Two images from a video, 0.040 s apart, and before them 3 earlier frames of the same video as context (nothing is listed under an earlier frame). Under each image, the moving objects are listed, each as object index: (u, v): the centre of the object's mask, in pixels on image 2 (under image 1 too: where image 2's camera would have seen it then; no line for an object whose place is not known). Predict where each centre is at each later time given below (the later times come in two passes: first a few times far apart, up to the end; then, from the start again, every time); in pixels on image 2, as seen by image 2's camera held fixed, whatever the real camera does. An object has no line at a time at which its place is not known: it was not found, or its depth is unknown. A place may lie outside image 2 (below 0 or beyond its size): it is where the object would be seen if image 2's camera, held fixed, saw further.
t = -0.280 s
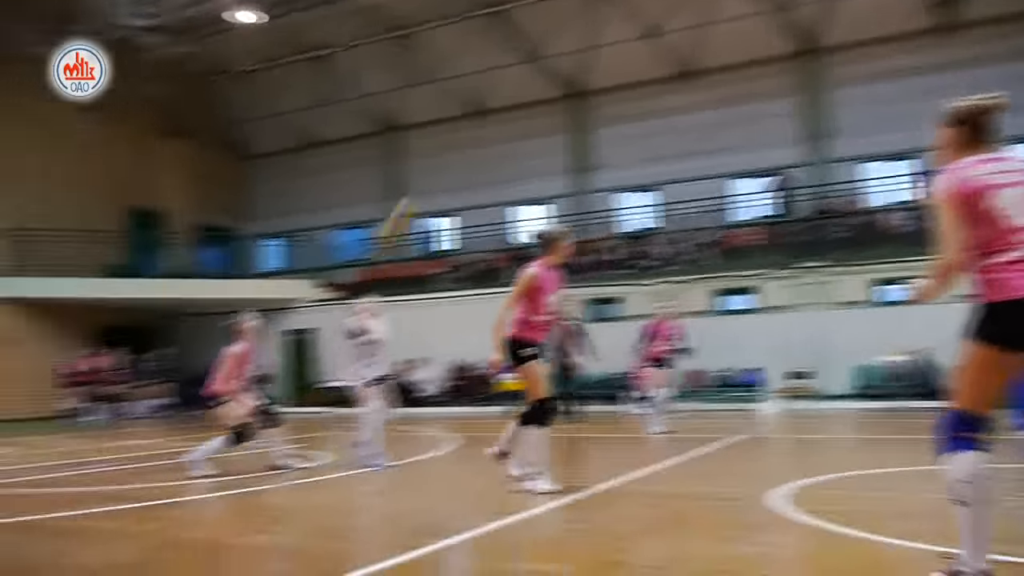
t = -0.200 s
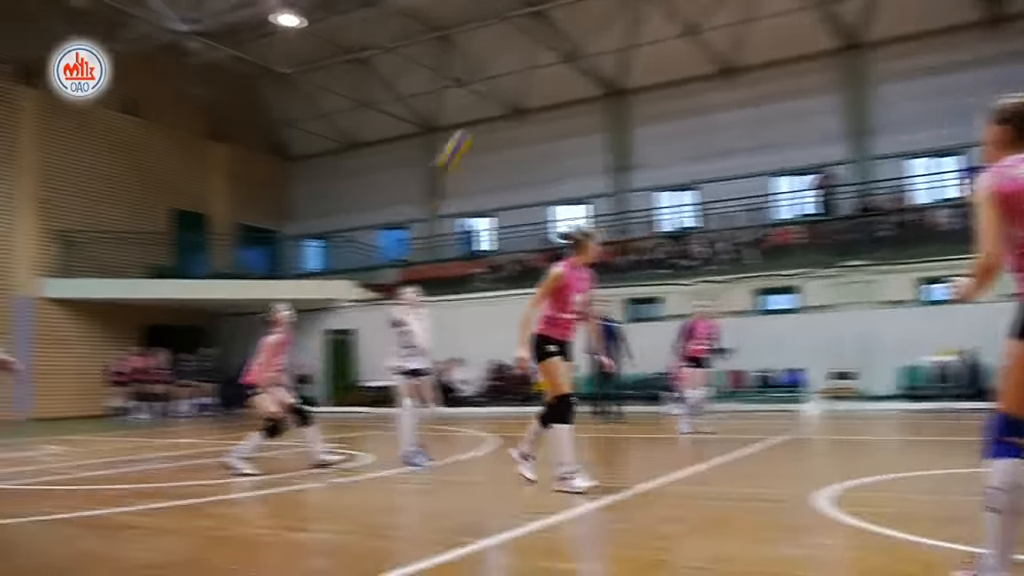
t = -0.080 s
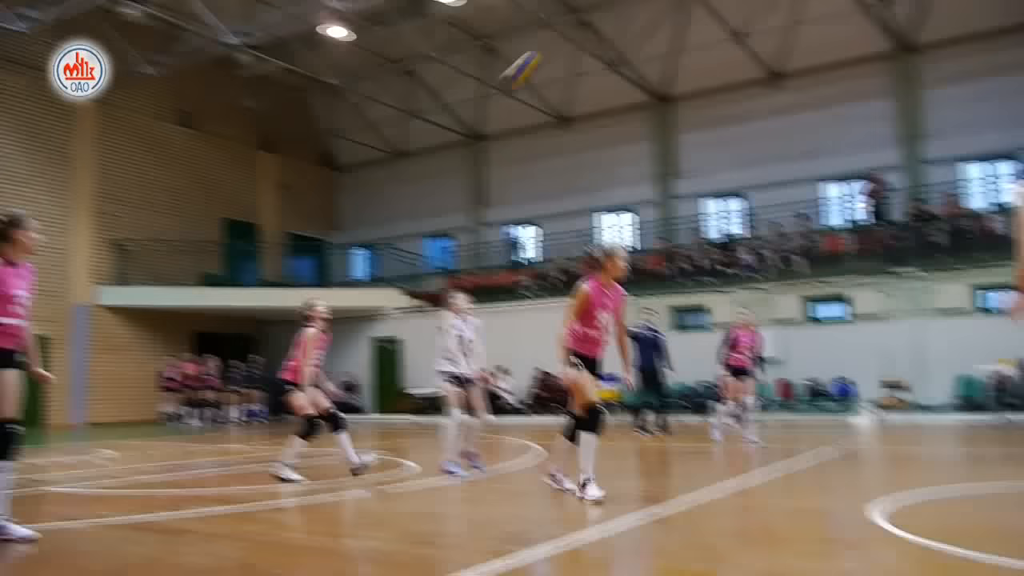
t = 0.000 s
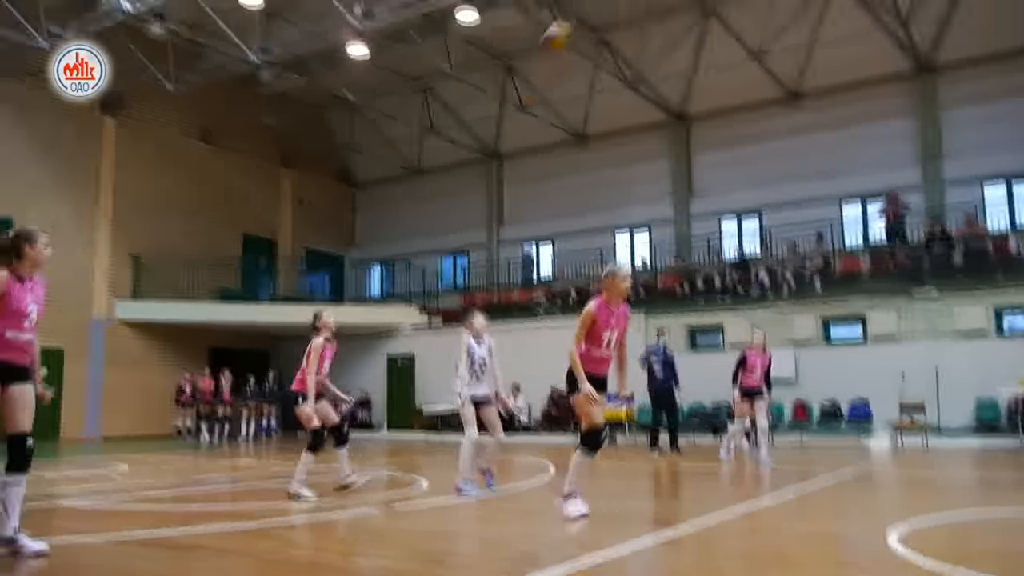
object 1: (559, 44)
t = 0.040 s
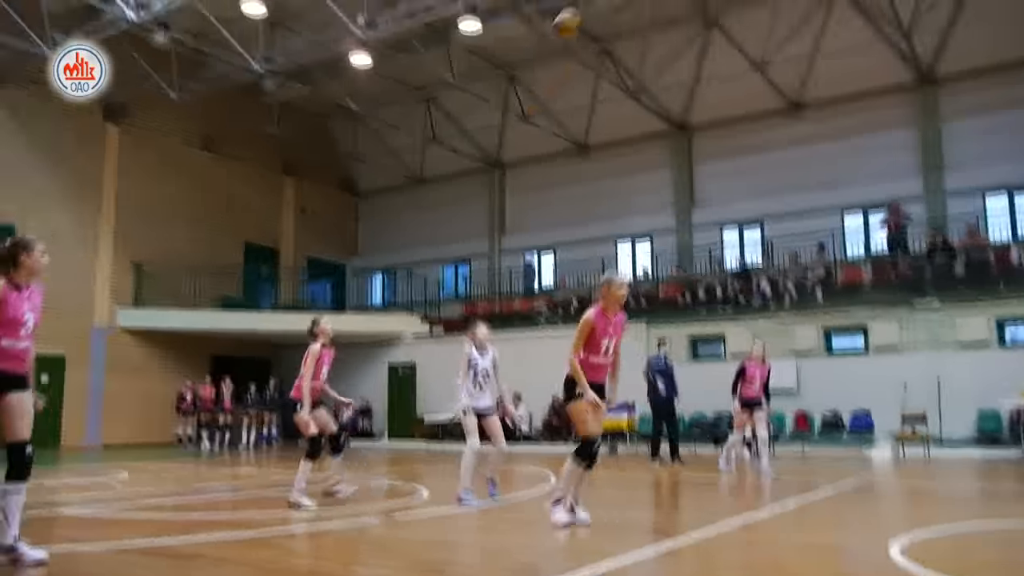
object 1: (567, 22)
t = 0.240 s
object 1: (609, -61)
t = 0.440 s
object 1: (648, -125)
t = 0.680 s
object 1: (700, -134)
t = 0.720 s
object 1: (710, -129)
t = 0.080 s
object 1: (574, 1)
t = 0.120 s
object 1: (580, -16)
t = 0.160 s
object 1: (591, -31)
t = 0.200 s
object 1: (598, -45)
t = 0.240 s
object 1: (609, -61)
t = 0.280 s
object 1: (615, -76)
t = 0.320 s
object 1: (626, -91)
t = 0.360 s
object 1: (632, -103)
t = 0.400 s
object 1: (640, -116)
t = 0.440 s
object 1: (648, -125)
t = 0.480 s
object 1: (656, -130)
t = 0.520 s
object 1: (664, -134)
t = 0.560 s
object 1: (672, -136)
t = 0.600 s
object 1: (682, -136)
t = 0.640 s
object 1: (690, -136)
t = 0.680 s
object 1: (700, -134)
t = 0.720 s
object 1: (710, -129)
